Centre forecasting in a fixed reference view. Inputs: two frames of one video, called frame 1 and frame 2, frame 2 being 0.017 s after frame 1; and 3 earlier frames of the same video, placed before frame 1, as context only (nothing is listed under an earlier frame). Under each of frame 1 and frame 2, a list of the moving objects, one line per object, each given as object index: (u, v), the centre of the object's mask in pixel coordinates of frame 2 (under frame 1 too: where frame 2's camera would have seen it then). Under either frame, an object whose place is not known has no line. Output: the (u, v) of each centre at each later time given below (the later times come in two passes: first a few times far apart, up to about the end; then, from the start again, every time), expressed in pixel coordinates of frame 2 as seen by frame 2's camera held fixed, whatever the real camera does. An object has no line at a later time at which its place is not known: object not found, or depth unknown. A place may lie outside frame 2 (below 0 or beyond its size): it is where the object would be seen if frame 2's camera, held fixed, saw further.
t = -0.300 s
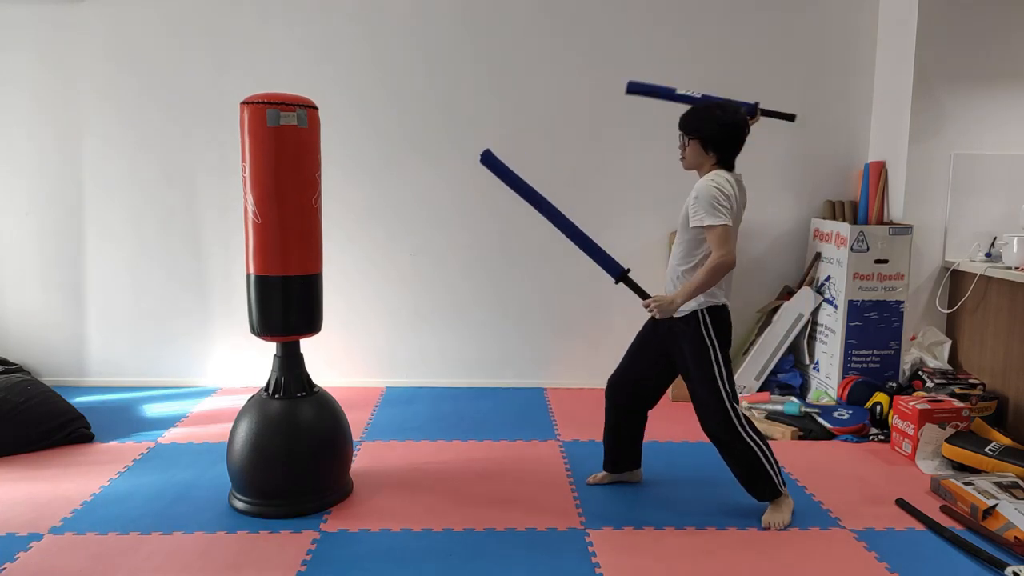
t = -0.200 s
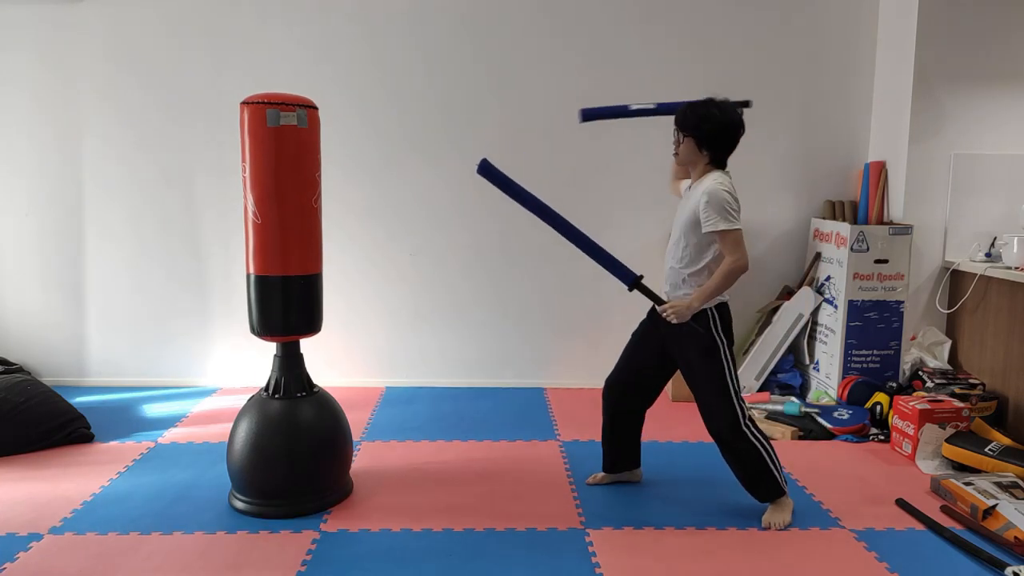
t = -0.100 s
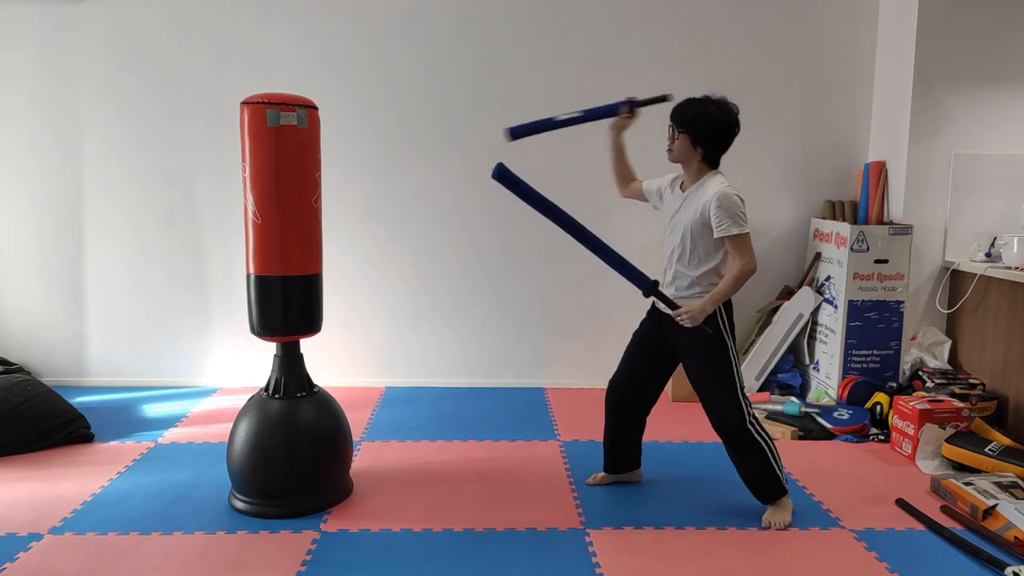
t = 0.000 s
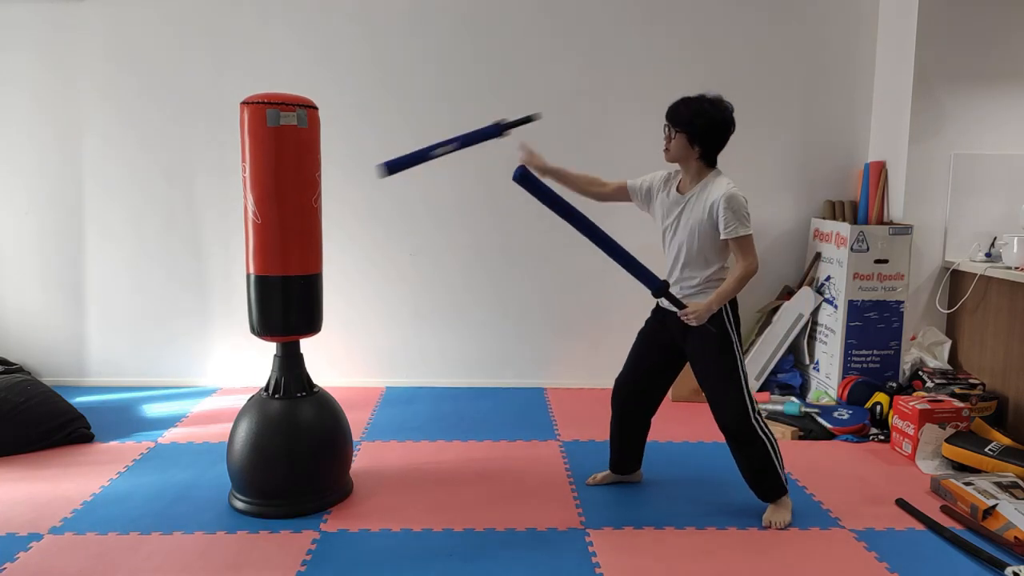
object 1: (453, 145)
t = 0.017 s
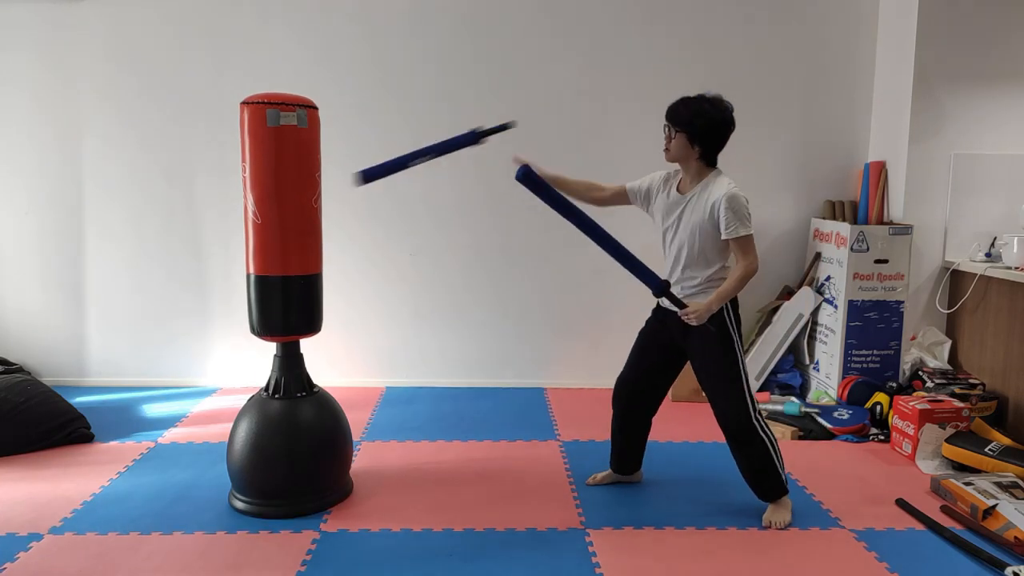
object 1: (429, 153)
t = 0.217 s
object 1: (369, 268)
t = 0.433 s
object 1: (484, 497)
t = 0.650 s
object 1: (546, 543)
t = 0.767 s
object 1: (524, 570)
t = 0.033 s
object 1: (406, 162)
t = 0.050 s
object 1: (380, 172)
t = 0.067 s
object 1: (356, 182)
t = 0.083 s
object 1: (332, 193)
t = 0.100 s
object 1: (313, 204)
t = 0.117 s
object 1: (303, 215)
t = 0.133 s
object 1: (307, 223)
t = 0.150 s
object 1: (319, 230)
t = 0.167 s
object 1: (331, 236)
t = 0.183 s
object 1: (342, 248)
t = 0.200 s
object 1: (357, 258)
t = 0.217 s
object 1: (369, 268)
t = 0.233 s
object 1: (380, 279)
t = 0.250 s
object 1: (390, 291)
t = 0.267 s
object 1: (400, 304)
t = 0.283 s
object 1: (410, 319)
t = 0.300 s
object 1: (422, 333)
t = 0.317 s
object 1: (432, 349)
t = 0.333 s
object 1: (439, 367)
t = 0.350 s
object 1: (460, 381)
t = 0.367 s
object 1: (456, 405)
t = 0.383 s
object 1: (462, 425)
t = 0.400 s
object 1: (468, 450)
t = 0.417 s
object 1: (475, 472)
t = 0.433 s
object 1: (484, 497)
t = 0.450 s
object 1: (498, 518)
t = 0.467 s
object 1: (521, 530)
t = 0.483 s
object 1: (531, 552)
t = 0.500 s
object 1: (527, 559)
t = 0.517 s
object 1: (529, 555)
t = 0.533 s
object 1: (536, 551)
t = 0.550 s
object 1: (538, 548)
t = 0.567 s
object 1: (544, 543)
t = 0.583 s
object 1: (542, 543)
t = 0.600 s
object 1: (543, 541)
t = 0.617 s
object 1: (544, 541)
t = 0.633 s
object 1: (546, 542)
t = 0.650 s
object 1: (546, 543)
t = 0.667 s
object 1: (547, 545)
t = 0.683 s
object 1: (548, 548)
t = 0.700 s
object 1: (549, 552)
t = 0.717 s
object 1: (550, 556)
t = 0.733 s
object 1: (551, 562)
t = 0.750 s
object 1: (545, 567)
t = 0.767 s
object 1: (524, 570)
